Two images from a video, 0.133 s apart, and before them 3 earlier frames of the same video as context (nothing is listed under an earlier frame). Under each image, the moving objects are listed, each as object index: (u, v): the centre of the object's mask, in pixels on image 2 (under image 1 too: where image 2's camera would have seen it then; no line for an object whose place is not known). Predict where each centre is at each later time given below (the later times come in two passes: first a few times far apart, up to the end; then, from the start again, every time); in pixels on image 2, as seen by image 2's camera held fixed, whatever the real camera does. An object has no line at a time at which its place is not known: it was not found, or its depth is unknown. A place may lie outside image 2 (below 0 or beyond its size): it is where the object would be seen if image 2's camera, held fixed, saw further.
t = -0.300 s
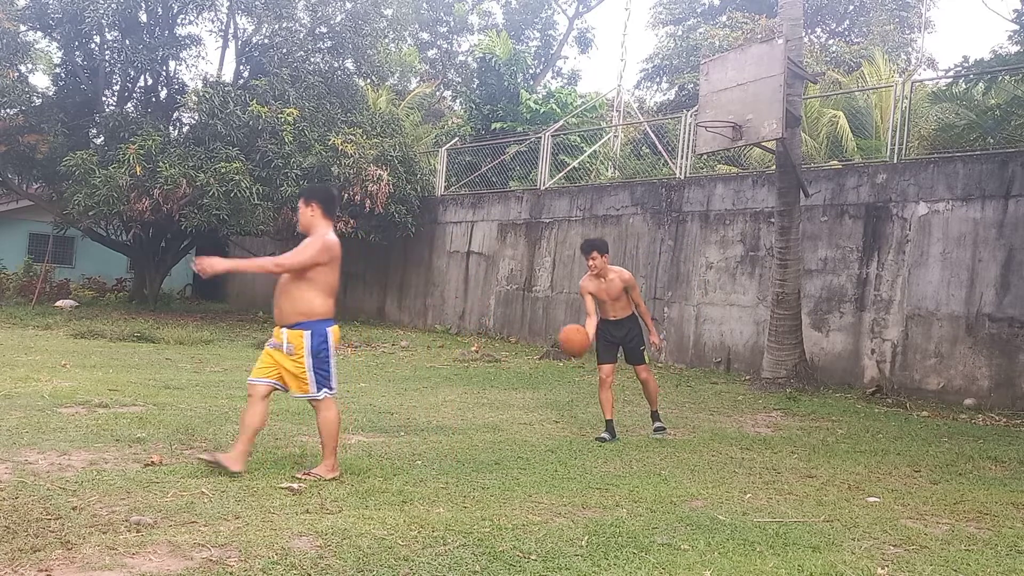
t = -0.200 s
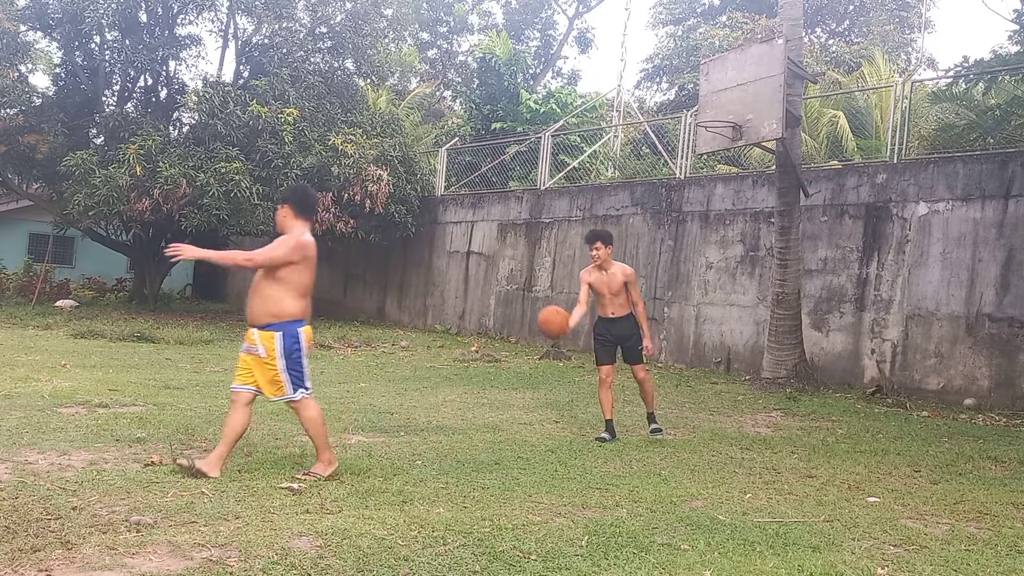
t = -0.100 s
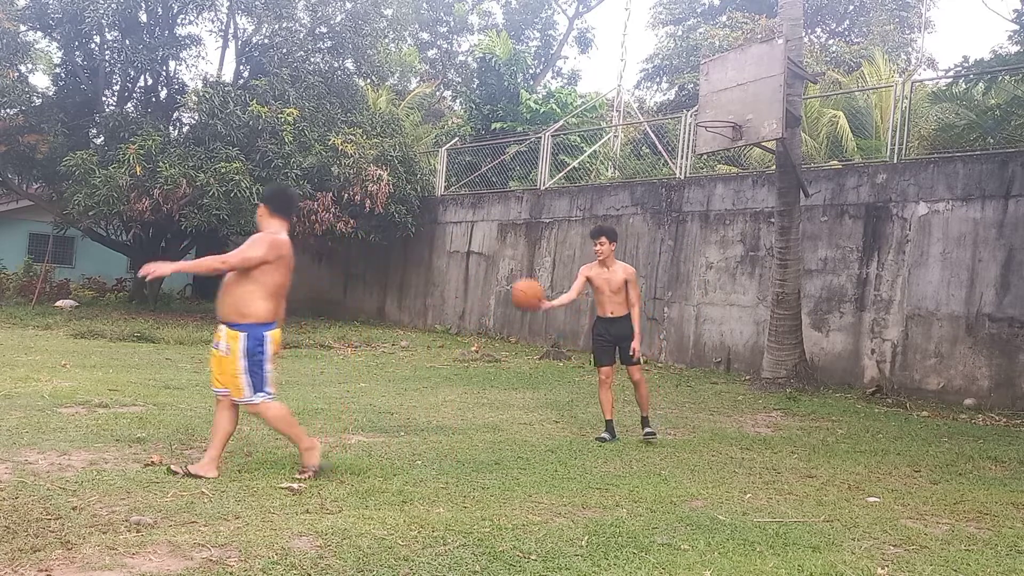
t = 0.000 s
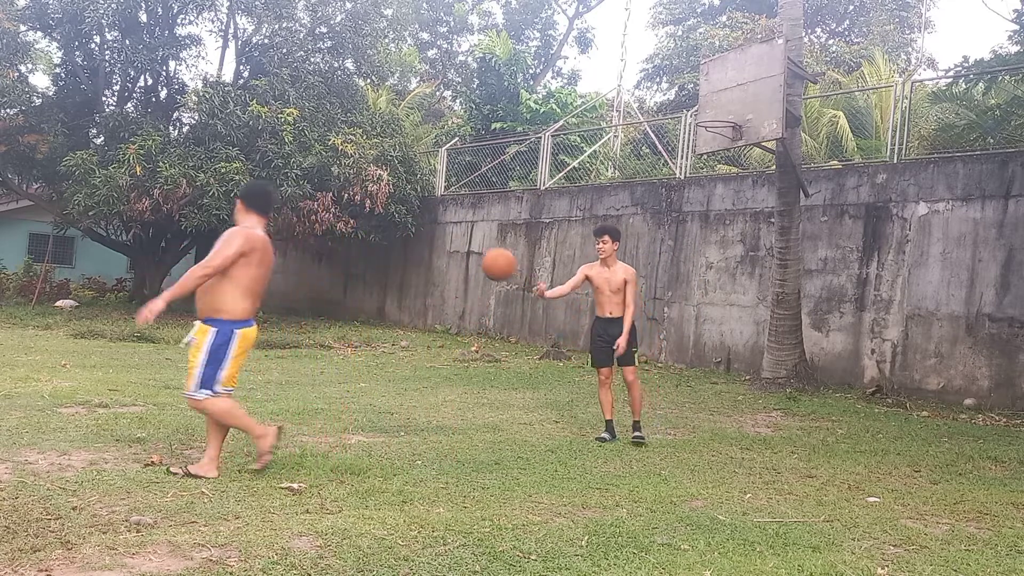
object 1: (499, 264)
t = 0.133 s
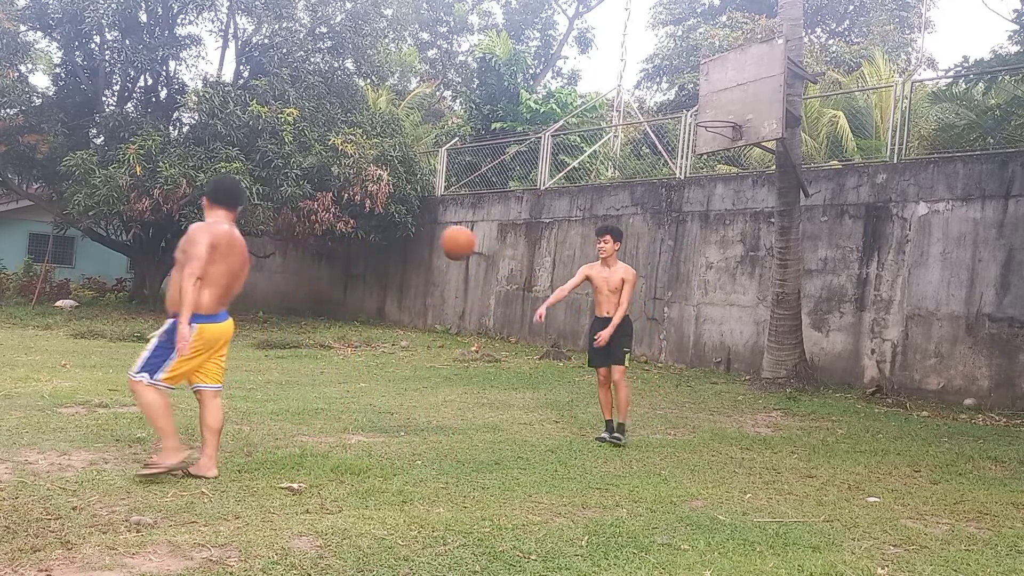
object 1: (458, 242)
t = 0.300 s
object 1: (400, 249)
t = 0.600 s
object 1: (275, 374)
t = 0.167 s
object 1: (446, 241)
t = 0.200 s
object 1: (435, 240)
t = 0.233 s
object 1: (424, 241)
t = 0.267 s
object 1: (413, 244)
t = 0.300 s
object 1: (400, 249)
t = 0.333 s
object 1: (387, 255)
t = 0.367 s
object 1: (374, 263)
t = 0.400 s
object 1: (362, 273)
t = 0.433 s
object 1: (348, 285)
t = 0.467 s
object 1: (334, 299)
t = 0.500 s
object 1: (320, 314)
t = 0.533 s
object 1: (306, 332)
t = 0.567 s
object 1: (291, 353)
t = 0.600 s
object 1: (275, 374)
